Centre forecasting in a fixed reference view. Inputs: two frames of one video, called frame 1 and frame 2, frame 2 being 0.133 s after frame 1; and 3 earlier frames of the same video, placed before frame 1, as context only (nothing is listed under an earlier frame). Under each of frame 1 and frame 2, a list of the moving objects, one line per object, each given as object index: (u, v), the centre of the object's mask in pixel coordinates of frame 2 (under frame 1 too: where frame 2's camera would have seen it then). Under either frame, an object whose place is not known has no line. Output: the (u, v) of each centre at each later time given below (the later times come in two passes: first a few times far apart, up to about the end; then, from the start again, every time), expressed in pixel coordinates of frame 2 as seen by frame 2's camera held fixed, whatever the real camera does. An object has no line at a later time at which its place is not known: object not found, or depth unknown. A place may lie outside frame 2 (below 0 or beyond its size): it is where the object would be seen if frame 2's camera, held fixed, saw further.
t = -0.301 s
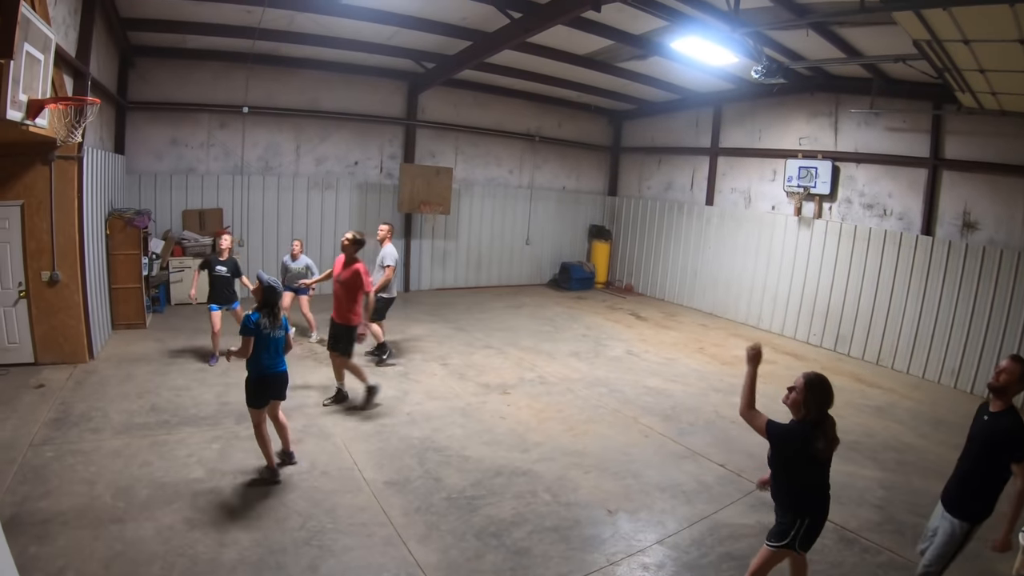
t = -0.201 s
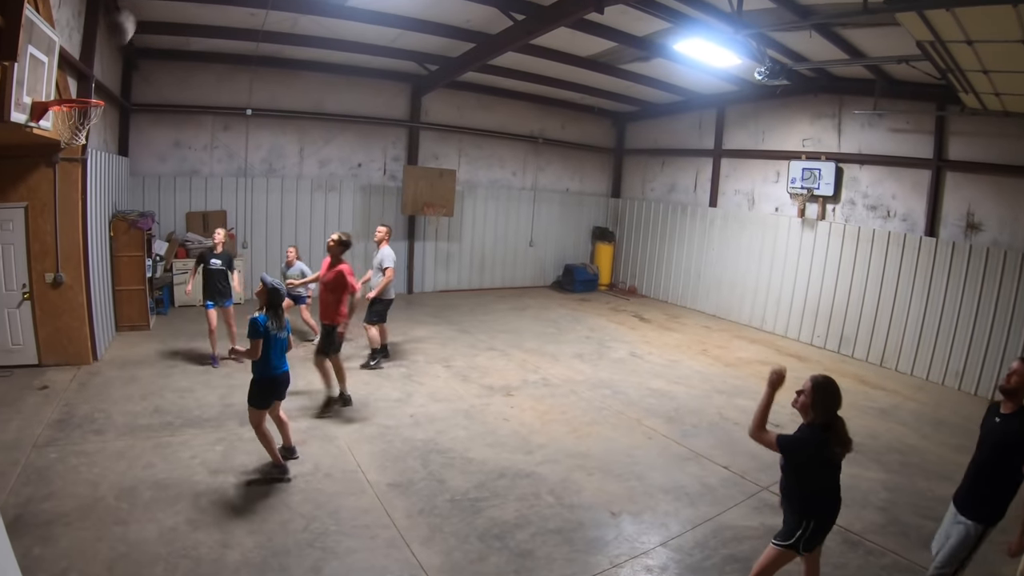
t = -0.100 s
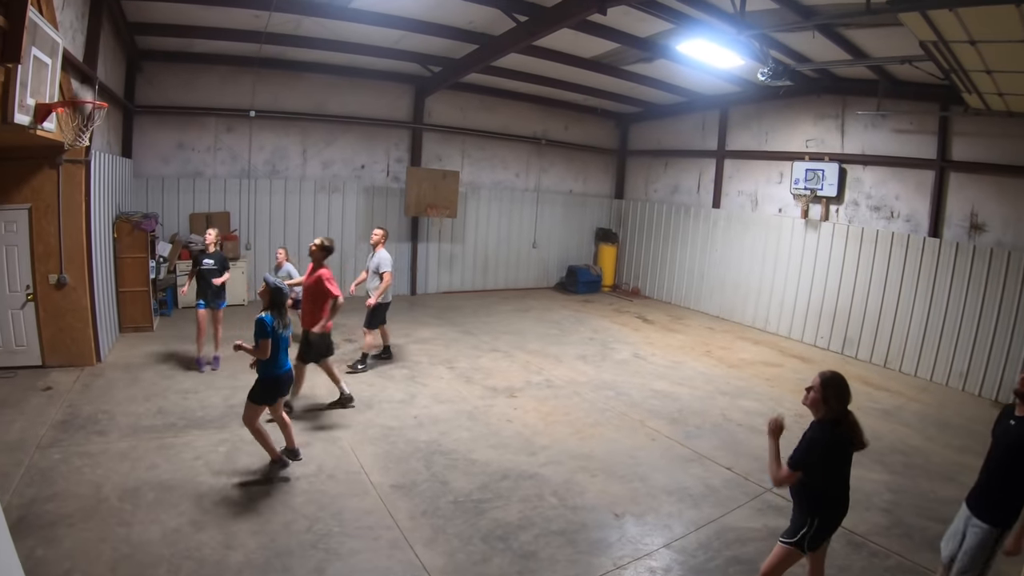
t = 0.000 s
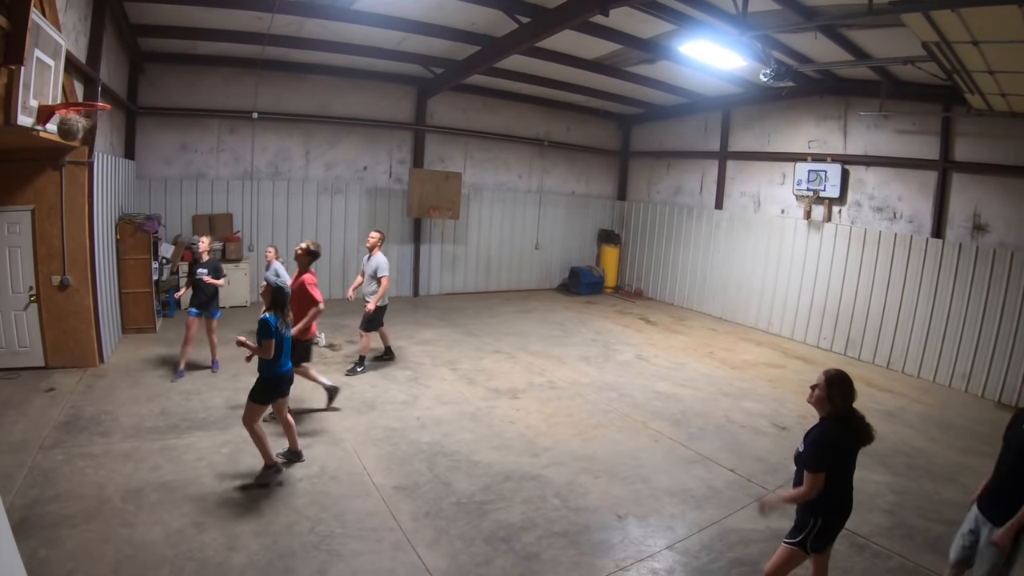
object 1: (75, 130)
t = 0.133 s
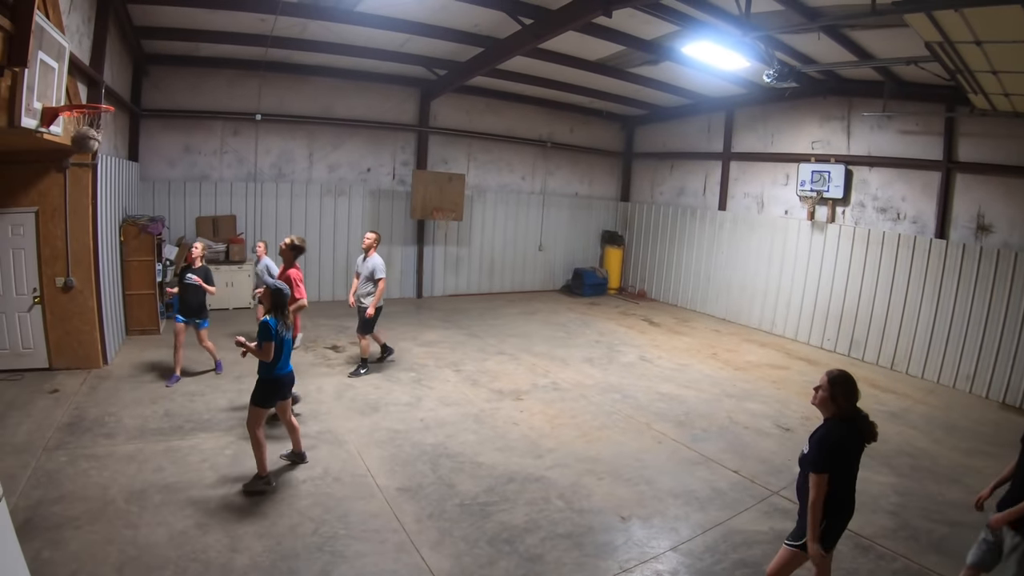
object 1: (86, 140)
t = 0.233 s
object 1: (90, 153)
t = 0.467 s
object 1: (100, 221)
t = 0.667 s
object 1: (117, 333)
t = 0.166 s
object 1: (87, 144)
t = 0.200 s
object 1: (87, 150)
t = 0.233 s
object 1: (90, 153)
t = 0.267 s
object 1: (91, 158)
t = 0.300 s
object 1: (92, 164)
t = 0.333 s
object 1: (93, 172)
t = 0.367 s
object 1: (94, 183)
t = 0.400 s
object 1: (96, 194)
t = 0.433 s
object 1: (98, 207)
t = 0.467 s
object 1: (100, 221)
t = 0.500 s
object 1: (102, 236)
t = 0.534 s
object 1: (104, 253)
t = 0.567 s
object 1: (107, 271)
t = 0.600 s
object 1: (110, 290)
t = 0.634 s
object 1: (114, 311)
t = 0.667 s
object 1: (117, 333)
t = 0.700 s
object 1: (120, 356)
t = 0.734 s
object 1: (124, 379)
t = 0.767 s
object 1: (127, 403)
